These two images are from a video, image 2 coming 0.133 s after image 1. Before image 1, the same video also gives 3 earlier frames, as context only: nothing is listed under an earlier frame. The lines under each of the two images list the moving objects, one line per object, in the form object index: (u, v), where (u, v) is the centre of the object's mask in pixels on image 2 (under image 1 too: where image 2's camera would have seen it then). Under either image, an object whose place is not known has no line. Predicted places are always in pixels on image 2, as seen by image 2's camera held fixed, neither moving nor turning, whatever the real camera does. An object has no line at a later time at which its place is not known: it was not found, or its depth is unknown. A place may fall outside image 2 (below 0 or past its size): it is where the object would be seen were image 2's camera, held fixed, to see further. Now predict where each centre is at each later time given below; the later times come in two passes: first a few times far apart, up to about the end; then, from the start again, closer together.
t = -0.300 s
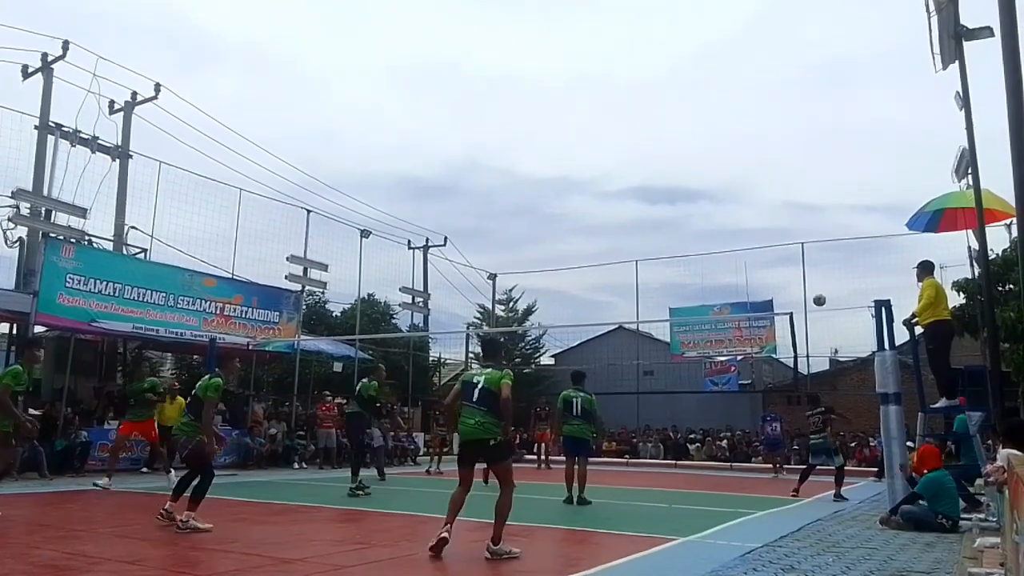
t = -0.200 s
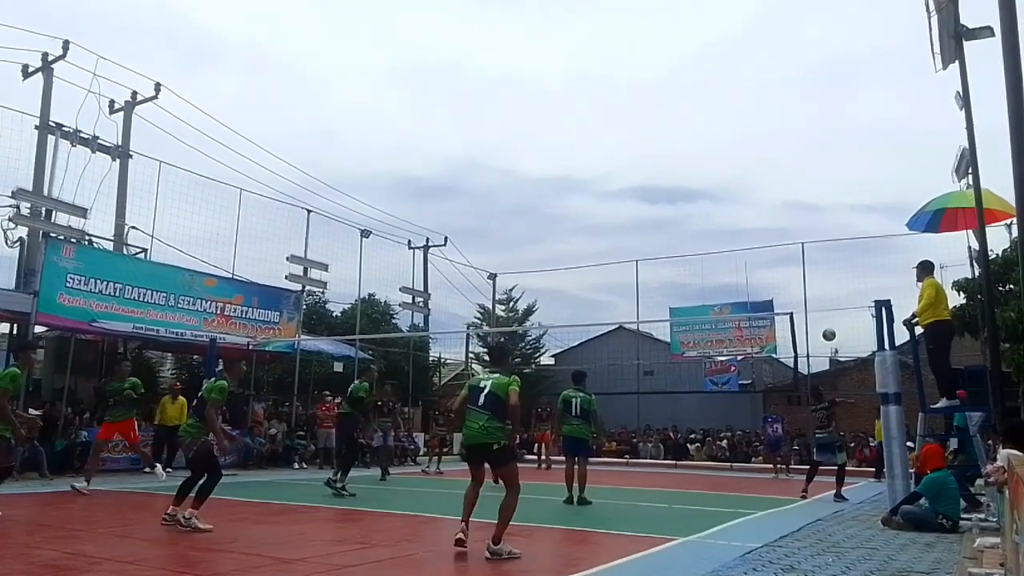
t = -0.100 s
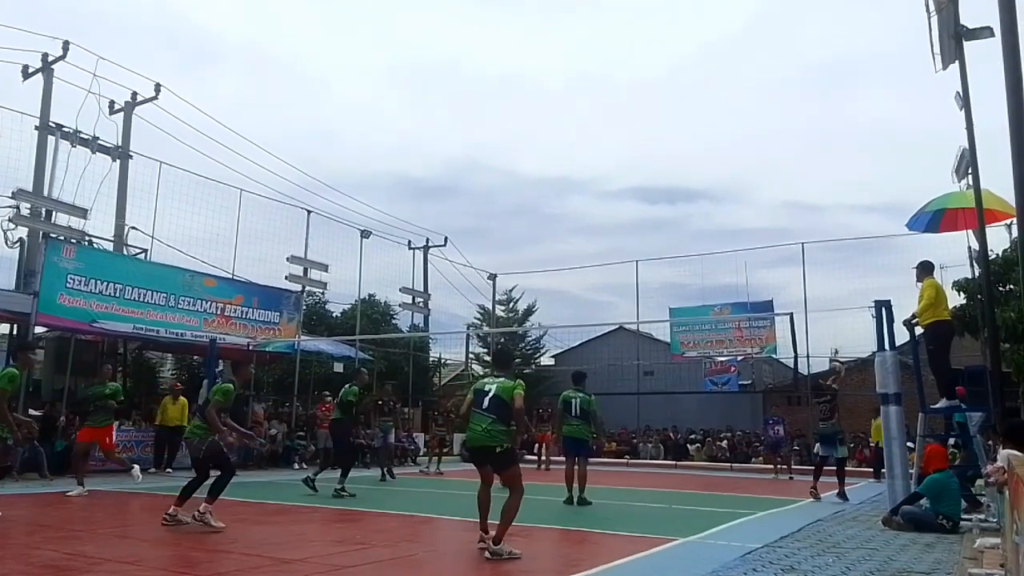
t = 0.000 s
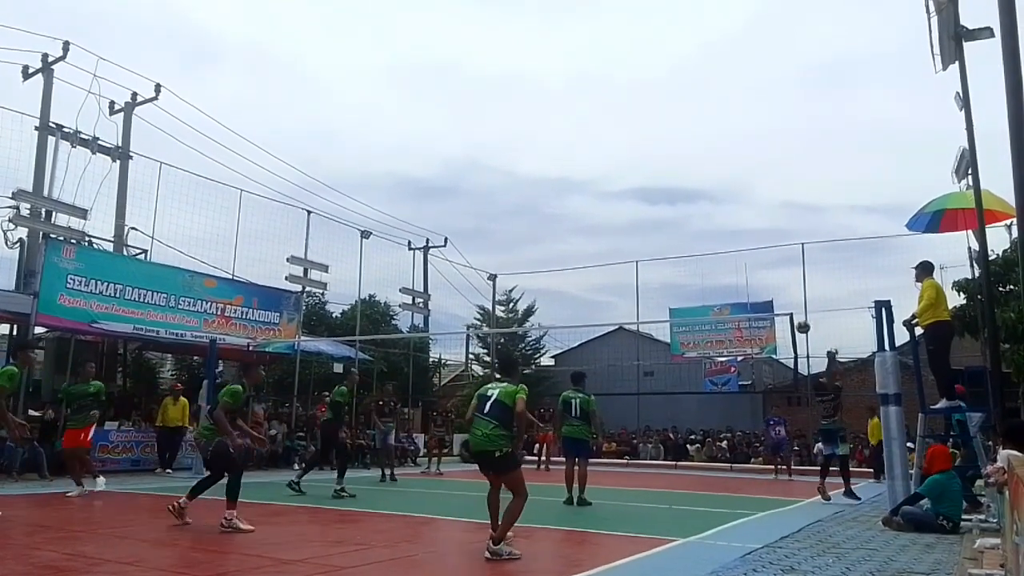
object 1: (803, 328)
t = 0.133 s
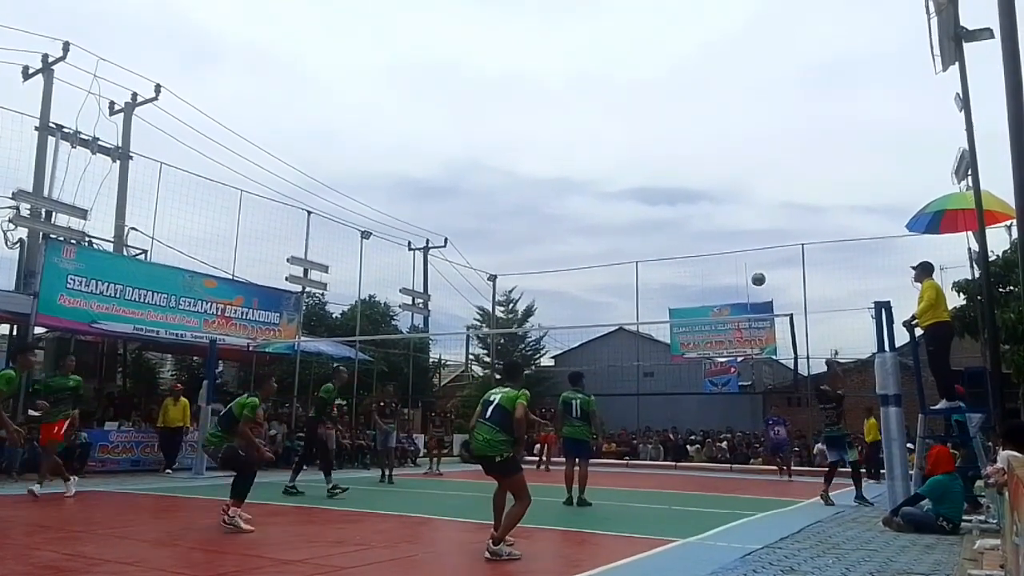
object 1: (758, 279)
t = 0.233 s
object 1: (722, 249)
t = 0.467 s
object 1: (632, 201)
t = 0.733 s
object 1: (512, 194)
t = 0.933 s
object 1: (404, 233)
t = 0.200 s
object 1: (735, 259)
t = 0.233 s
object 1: (722, 249)
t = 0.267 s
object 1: (711, 240)
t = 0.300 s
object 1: (698, 232)
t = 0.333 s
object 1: (686, 225)
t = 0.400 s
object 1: (659, 212)
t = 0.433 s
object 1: (646, 207)
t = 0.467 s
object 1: (632, 201)
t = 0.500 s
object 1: (618, 197)
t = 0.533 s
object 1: (604, 194)
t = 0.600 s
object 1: (575, 191)
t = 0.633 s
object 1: (560, 190)
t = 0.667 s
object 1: (545, 190)
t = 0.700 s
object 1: (528, 192)
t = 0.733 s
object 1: (512, 194)
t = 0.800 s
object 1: (478, 202)
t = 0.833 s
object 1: (461, 208)
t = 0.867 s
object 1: (442, 215)
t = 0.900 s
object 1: (424, 223)
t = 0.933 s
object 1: (404, 233)
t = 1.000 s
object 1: (363, 256)
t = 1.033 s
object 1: (342, 270)
